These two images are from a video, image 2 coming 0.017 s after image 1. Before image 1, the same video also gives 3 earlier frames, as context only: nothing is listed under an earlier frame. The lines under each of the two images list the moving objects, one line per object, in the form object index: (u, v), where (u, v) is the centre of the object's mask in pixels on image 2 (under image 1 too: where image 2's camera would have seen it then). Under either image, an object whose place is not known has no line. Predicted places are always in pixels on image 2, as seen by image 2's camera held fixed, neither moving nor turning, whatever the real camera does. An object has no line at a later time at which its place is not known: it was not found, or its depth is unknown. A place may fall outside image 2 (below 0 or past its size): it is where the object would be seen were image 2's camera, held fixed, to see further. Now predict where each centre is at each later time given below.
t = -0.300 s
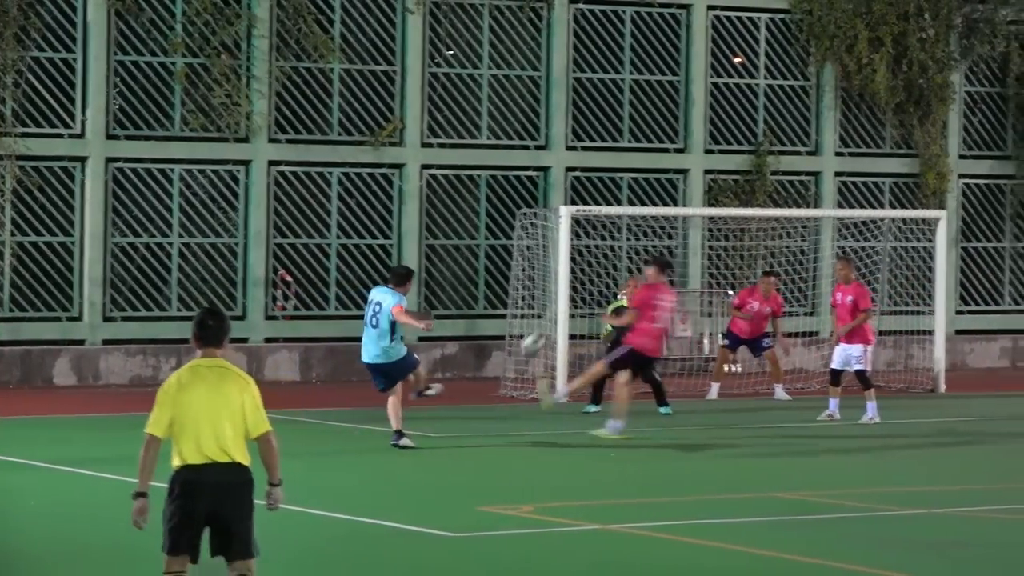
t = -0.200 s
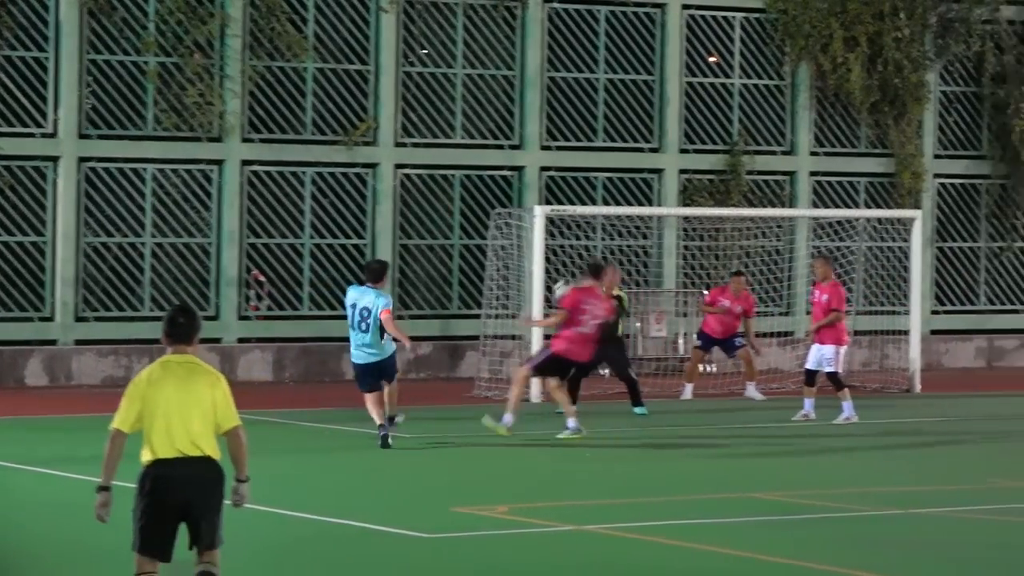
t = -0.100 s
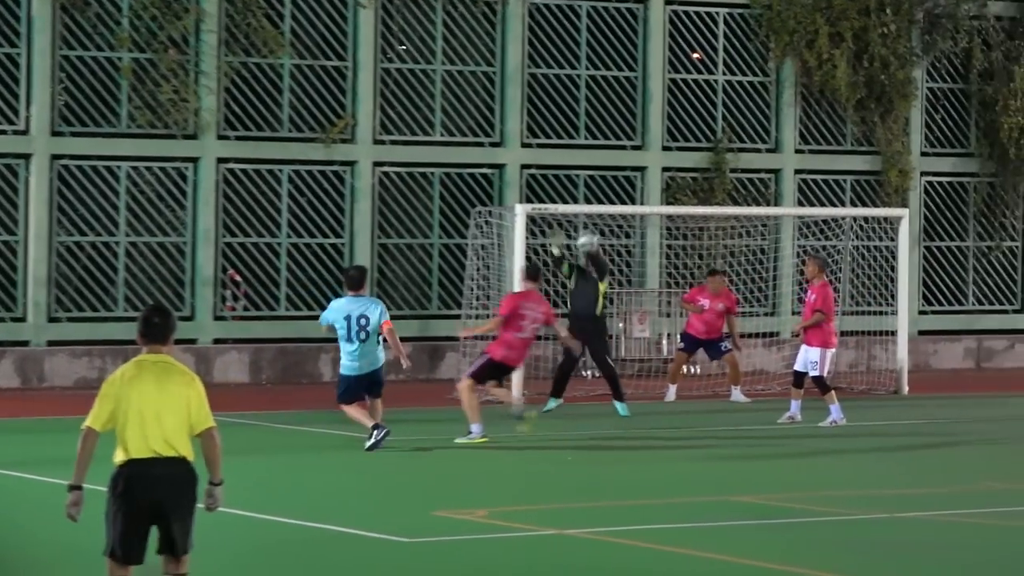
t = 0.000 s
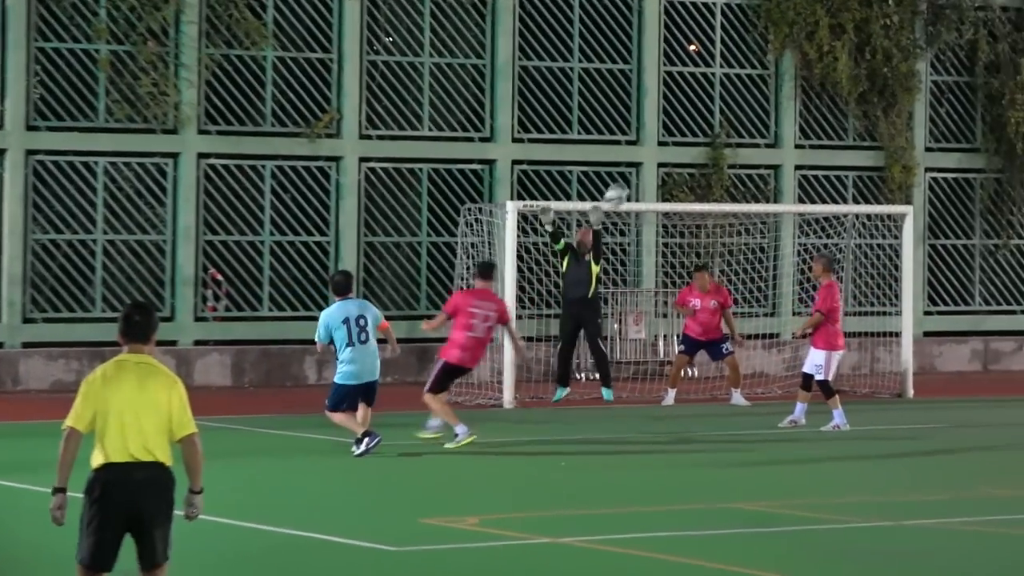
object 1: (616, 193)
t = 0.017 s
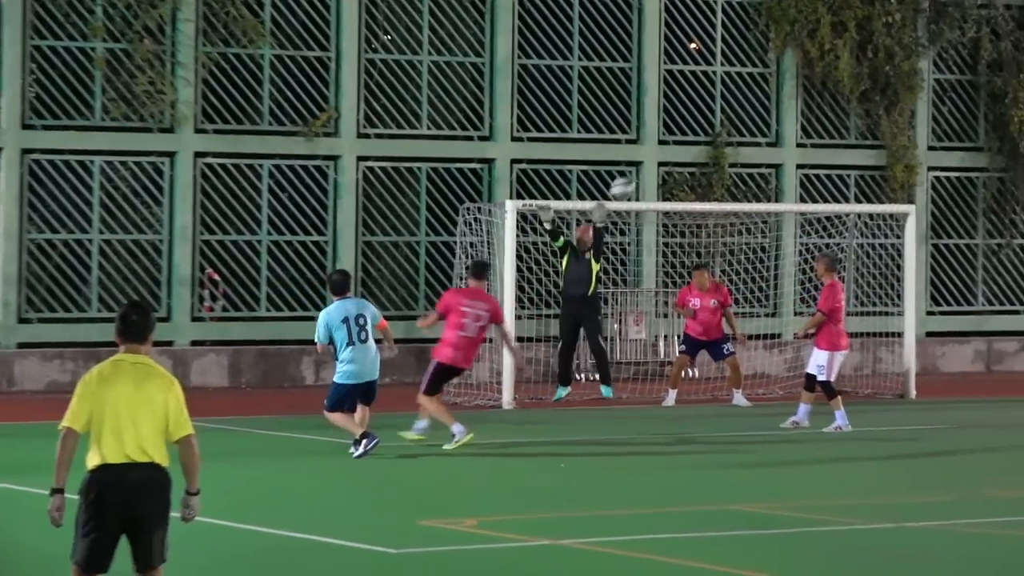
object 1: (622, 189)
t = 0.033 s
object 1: (627, 182)
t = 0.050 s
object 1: (633, 175)
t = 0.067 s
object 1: (637, 172)
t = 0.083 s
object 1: (645, 165)
